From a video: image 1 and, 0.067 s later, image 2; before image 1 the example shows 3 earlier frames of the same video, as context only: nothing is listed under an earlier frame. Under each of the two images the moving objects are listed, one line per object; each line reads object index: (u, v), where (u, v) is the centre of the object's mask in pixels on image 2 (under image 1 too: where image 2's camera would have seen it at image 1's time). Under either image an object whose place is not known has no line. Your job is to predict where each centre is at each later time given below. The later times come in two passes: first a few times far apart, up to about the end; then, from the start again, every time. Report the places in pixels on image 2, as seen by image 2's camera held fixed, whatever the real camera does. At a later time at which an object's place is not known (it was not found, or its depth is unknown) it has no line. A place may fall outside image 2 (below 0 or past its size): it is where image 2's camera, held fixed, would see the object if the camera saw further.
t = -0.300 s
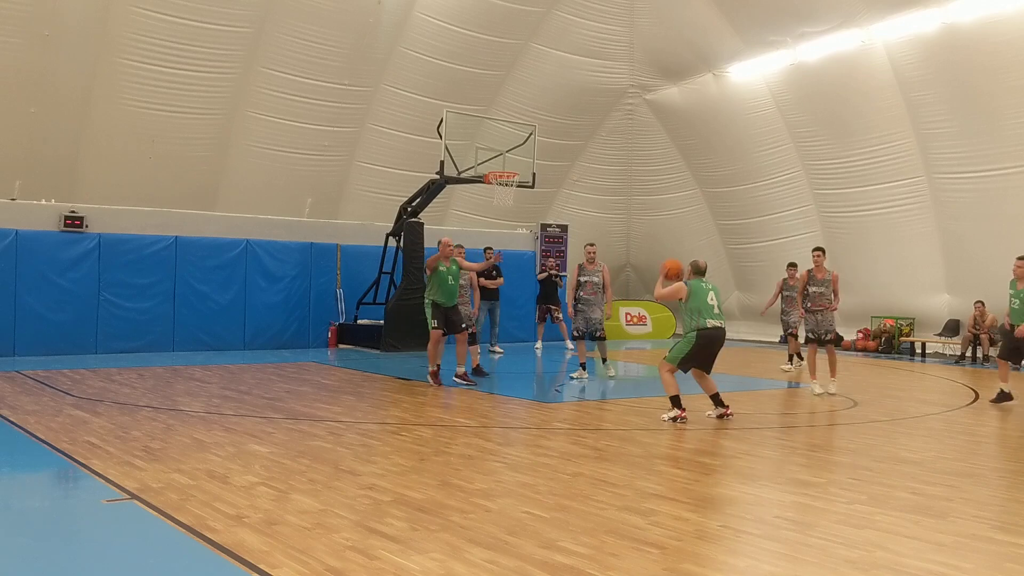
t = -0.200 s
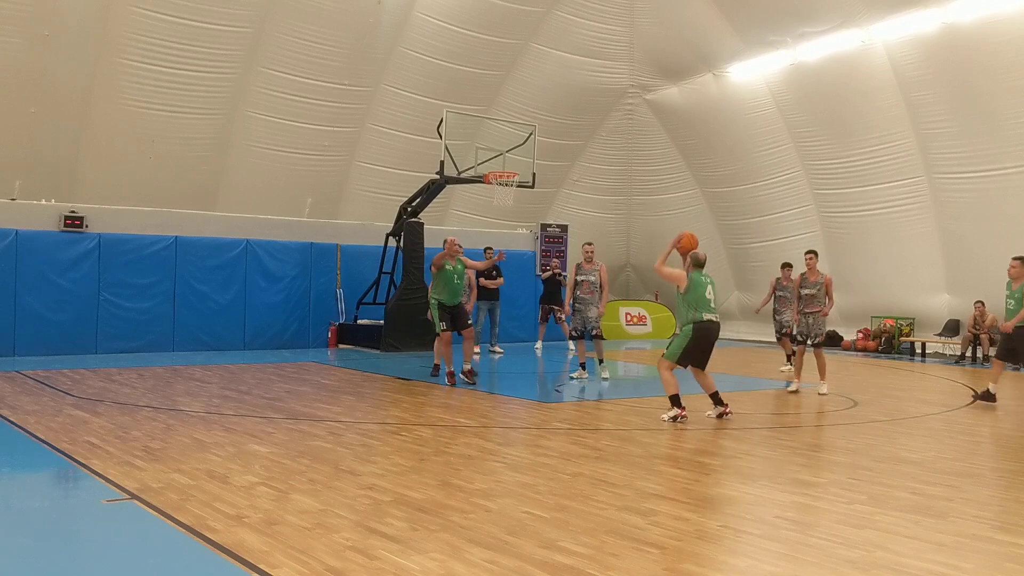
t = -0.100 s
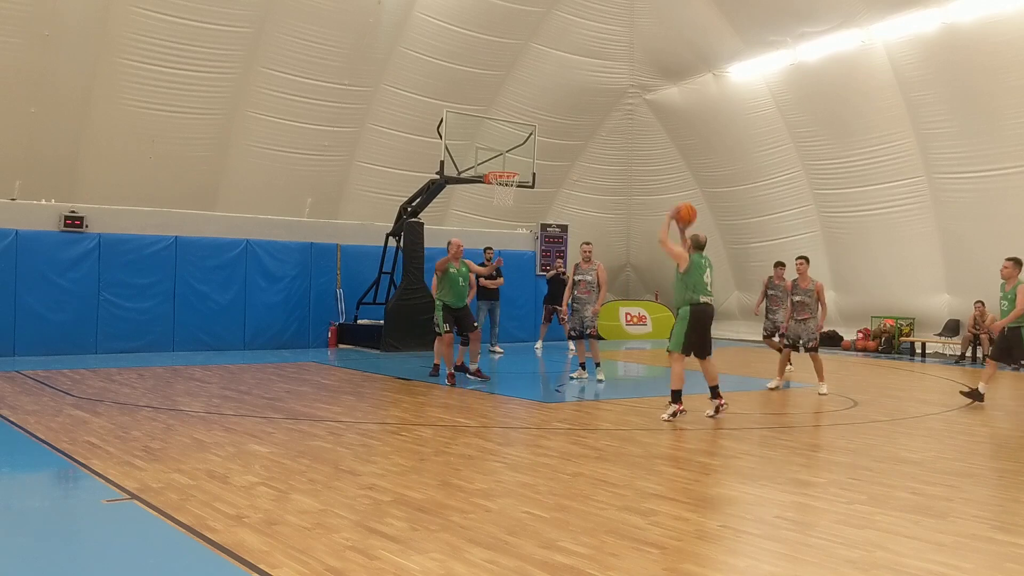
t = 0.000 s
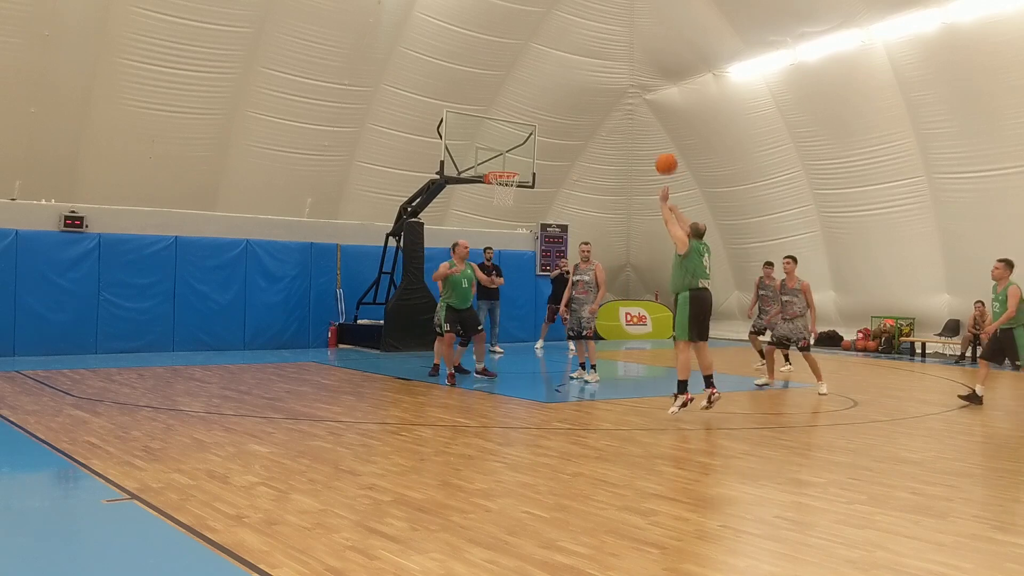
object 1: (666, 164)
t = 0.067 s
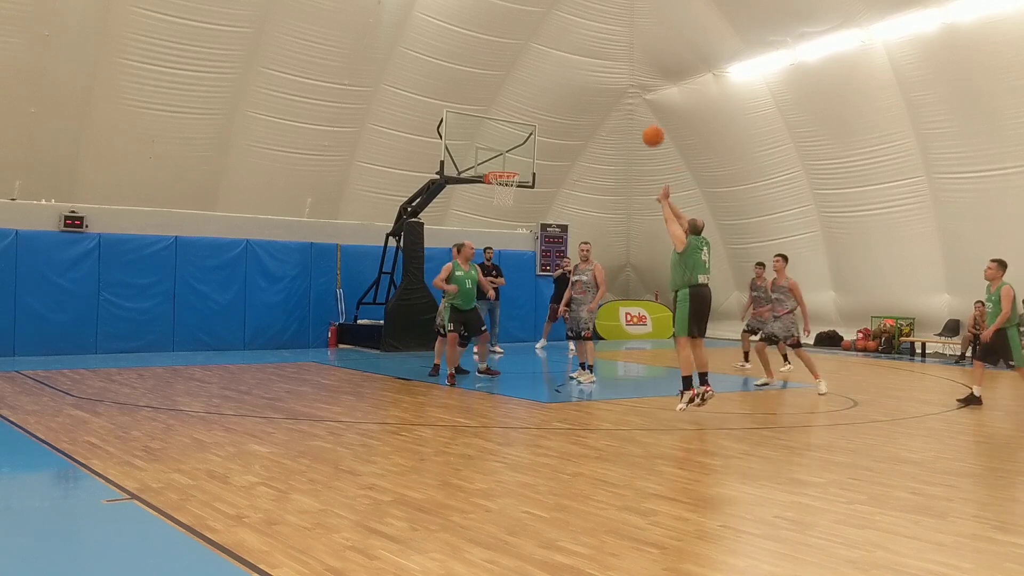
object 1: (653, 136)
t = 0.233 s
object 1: (623, 89)
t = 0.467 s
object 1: (586, 67)
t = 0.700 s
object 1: (554, 85)
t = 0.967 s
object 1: (523, 145)
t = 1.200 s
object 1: (505, 139)
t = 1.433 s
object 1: (515, 120)
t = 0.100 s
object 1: (647, 124)
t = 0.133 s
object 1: (641, 114)
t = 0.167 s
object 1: (635, 104)
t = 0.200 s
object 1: (629, 95)
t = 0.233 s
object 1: (623, 89)
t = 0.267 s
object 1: (618, 83)
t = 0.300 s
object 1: (612, 78)
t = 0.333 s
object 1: (607, 74)
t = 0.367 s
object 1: (602, 70)
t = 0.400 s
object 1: (597, 68)
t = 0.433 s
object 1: (591, 67)
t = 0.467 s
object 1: (586, 67)
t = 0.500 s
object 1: (581, 67)
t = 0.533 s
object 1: (577, 68)
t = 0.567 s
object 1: (572, 70)
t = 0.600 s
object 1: (568, 73)
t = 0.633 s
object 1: (563, 76)
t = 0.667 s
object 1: (559, 81)
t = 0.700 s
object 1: (554, 85)
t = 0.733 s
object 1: (550, 91)
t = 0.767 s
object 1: (546, 97)
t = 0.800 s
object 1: (542, 103)
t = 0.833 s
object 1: (538, 111)
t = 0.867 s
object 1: (534, 119)
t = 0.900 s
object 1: (531, 127)
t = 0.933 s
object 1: (527, 136)
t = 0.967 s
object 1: (523, 145)
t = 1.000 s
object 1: (519, 156)
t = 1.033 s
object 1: (516, 166)
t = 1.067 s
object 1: (513, 163)
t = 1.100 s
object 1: (511, 156)
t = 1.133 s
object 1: (508, 149)
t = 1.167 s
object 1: (506, 144)
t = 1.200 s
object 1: (505, 139)
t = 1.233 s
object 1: (506, 134)
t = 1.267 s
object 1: (508, 130)
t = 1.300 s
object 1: (509, 127)
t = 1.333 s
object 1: (511, 124)
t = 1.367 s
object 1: (513, 122)
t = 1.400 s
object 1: (514, 121)
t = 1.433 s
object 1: (515, 120)
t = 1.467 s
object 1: (517, 120)
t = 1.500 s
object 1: (519, 121)
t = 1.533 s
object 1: (520, 122)
